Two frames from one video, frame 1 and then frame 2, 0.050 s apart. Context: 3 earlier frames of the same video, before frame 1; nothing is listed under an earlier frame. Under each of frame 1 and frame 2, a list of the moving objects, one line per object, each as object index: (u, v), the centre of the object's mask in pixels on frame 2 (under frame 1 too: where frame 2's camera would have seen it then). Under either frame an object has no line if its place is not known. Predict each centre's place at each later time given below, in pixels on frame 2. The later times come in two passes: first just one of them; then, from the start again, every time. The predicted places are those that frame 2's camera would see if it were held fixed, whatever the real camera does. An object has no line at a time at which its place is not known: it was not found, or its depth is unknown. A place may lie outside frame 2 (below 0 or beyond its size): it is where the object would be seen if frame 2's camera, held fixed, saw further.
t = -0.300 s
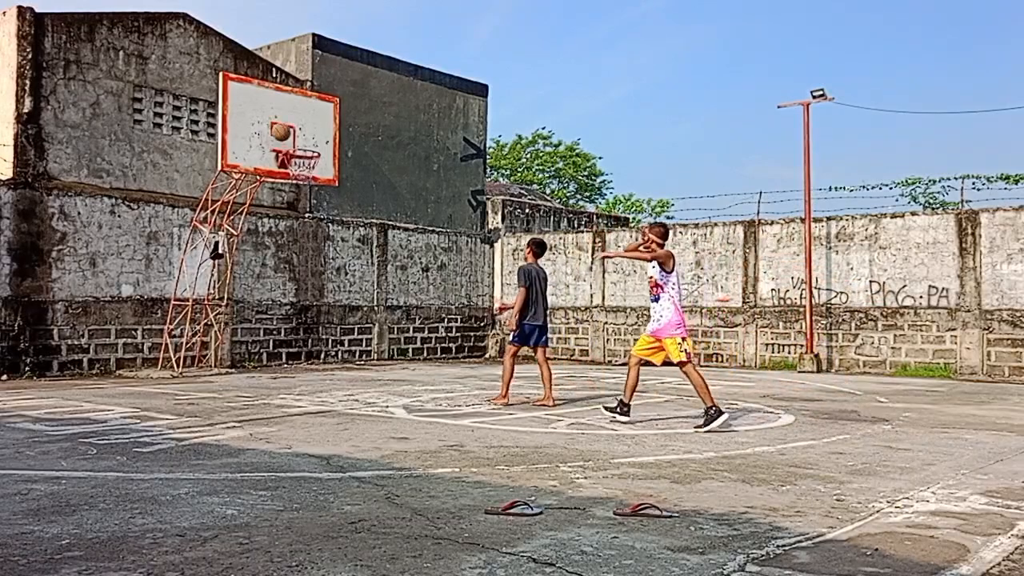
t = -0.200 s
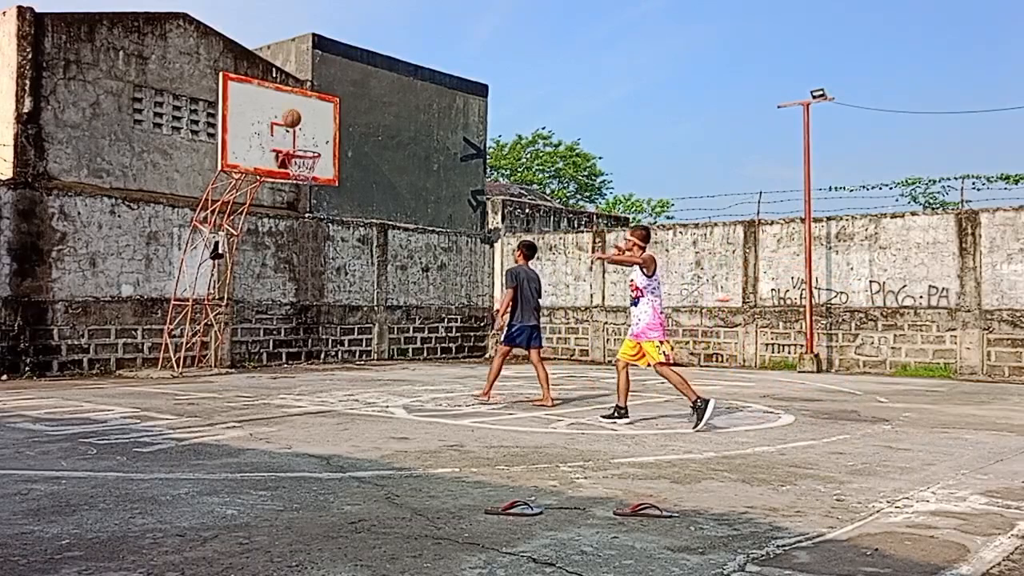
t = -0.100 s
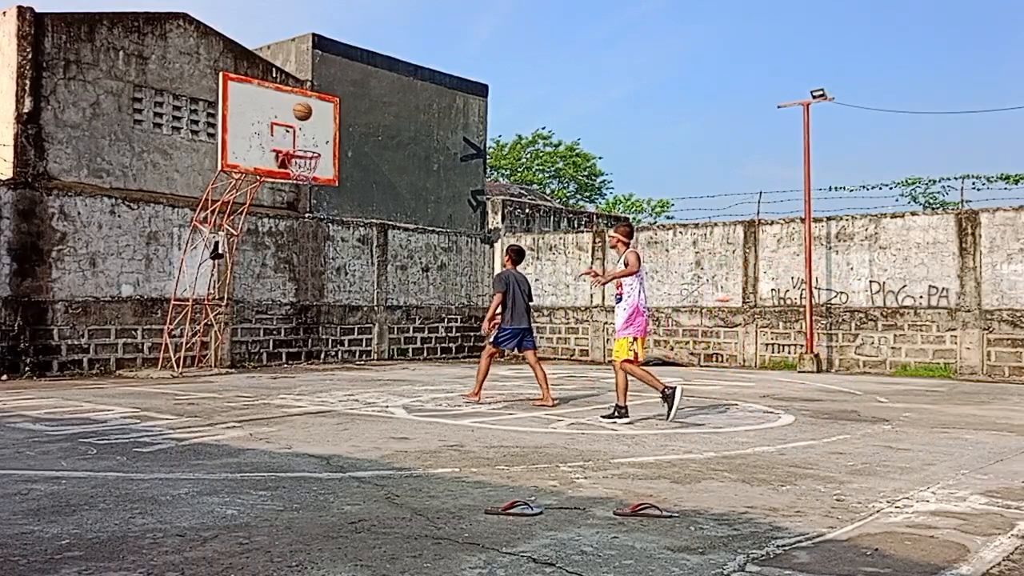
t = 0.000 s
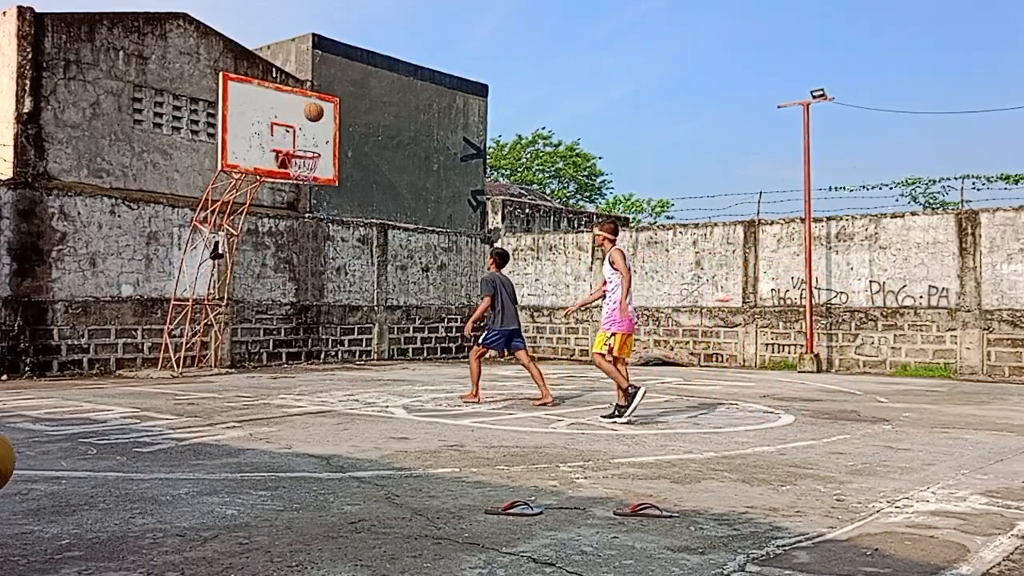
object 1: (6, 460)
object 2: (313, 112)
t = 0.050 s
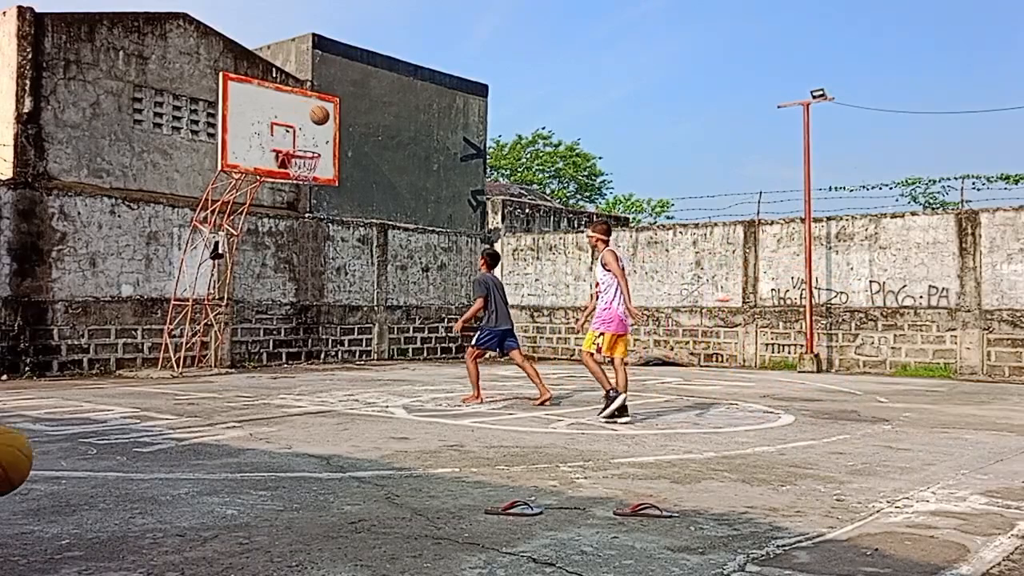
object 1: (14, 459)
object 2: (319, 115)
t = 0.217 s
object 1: (50, 514)
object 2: (339, 142)
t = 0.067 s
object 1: (16, 461)
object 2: (321, 116)
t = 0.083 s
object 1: (19, 463)
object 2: (323, 118)
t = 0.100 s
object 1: (22, 467)
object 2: (325, 121)
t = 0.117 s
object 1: (25, 471)
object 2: (327, 123)
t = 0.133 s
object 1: (28, 475)
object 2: (329, 125)
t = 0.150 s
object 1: (31, 481)
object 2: (331, 128)
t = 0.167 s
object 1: (35, 488)
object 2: (333, 131)
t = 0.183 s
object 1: (38, 496)
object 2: (335, 134)
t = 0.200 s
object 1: (44, 505)
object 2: (337, 138)
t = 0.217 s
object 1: (50, 514)
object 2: (339, 142)
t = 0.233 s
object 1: (55, 524)
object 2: (341, 145)
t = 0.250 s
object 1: (61, 535)
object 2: (343, 150)
